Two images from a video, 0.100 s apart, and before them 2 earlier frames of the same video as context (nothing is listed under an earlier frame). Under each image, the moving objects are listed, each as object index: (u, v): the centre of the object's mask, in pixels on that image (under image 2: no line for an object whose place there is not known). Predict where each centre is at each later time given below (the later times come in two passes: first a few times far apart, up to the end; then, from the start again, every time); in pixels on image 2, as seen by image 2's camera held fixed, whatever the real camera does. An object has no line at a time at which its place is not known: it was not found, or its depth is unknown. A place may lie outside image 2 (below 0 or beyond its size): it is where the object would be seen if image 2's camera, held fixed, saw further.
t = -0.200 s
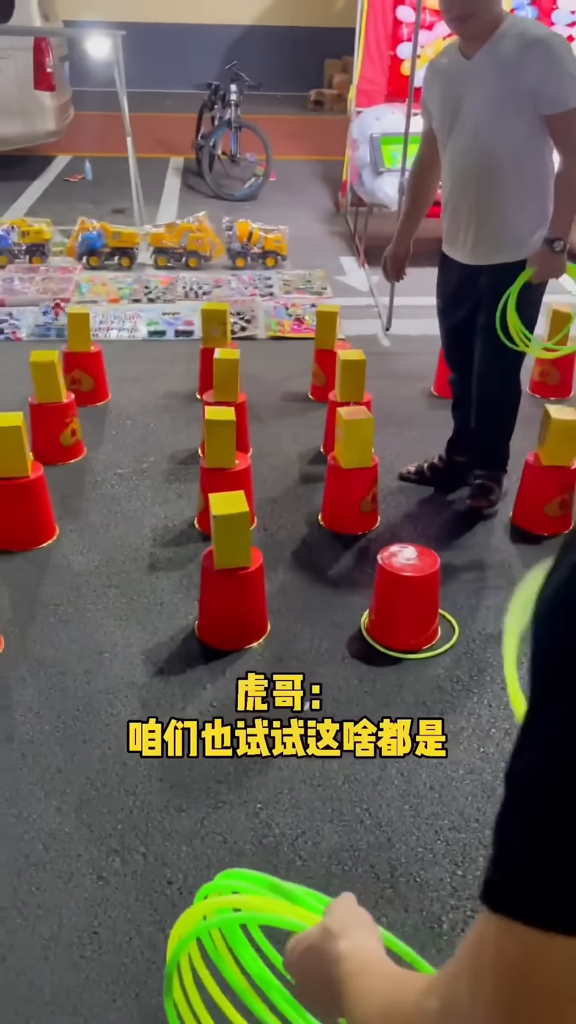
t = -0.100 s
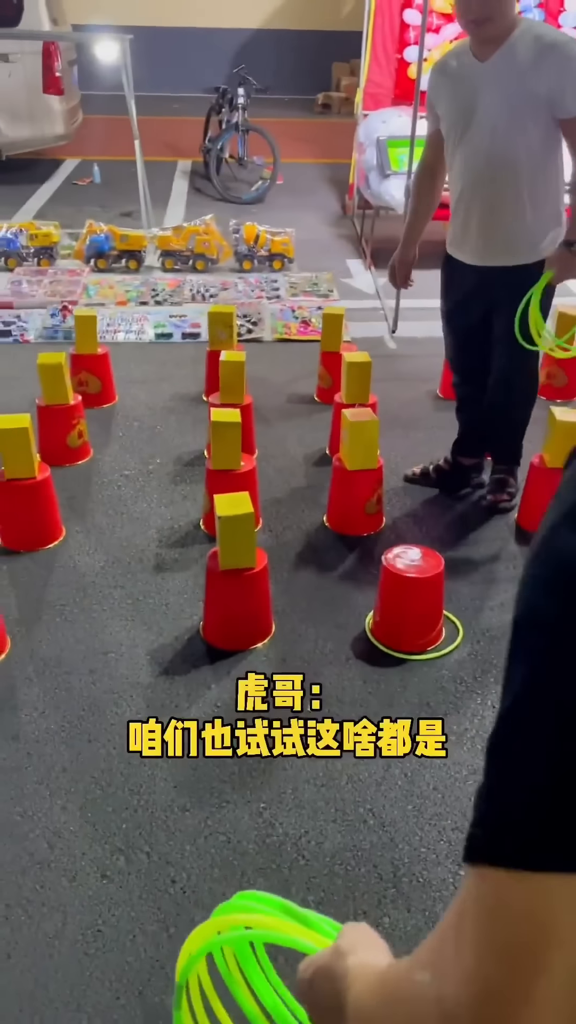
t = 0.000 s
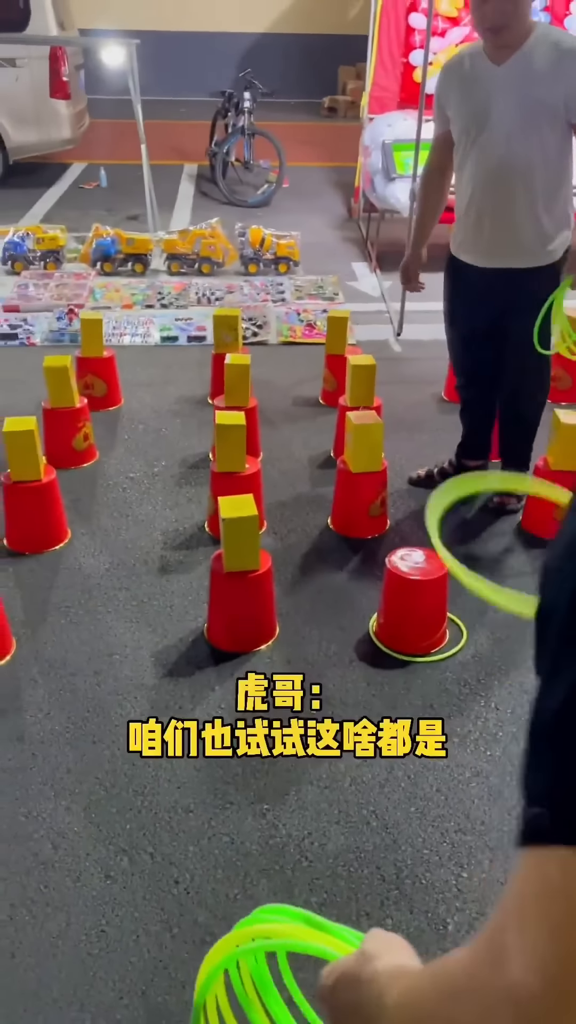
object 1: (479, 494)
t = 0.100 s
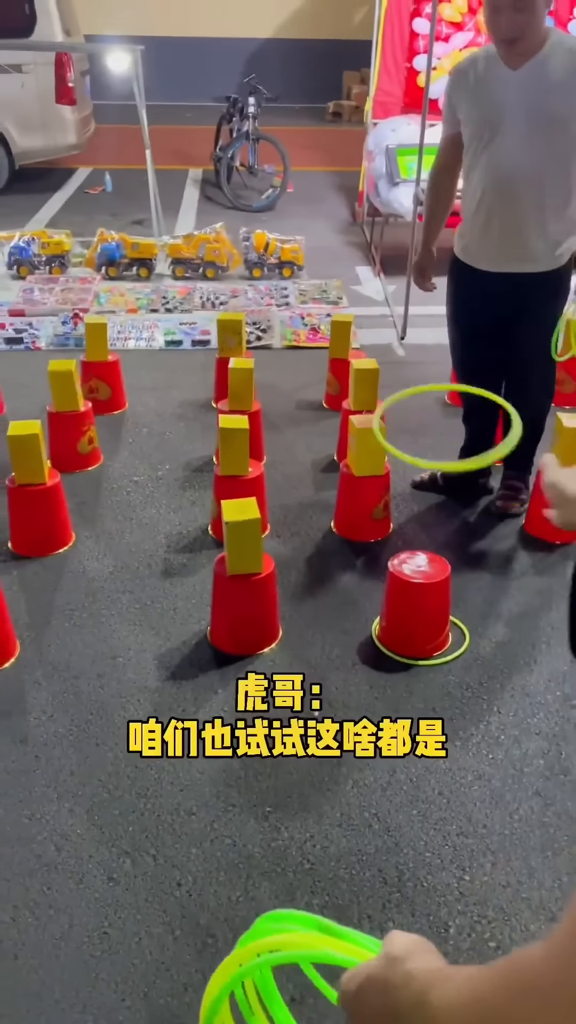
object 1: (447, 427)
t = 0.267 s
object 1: (384, 401)
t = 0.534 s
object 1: (345, 472)
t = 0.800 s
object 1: (321, 481)
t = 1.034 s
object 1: (297, 465)
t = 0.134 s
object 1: (430, 410)
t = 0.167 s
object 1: (415, 401)
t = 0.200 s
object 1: (404, 397)
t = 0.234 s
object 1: (393, 397)
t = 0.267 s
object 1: (384, 401)
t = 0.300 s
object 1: (378, 393)
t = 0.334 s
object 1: (369, 415)
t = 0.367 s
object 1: (353, 429)
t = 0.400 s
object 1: (343, 437)
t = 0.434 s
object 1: (345, 447)
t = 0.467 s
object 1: (355, 454)
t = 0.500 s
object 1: (361, 463)
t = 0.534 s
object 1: (345, 472)
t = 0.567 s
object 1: (345, 463)
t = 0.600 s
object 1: (347, 457)
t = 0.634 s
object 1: (351, 458)
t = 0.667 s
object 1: (355, 455)
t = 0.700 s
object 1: (357, 454)
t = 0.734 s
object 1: (356, 450)
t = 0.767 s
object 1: (380, 456)
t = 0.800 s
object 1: (321, 481)
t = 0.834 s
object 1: (332, 452)
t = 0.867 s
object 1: (333, 453)
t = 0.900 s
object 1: (328, 454)
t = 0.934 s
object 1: (316, 456)
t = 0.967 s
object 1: (309, 460)
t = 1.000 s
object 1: (302, 466)
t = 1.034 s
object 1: (297, 465)
